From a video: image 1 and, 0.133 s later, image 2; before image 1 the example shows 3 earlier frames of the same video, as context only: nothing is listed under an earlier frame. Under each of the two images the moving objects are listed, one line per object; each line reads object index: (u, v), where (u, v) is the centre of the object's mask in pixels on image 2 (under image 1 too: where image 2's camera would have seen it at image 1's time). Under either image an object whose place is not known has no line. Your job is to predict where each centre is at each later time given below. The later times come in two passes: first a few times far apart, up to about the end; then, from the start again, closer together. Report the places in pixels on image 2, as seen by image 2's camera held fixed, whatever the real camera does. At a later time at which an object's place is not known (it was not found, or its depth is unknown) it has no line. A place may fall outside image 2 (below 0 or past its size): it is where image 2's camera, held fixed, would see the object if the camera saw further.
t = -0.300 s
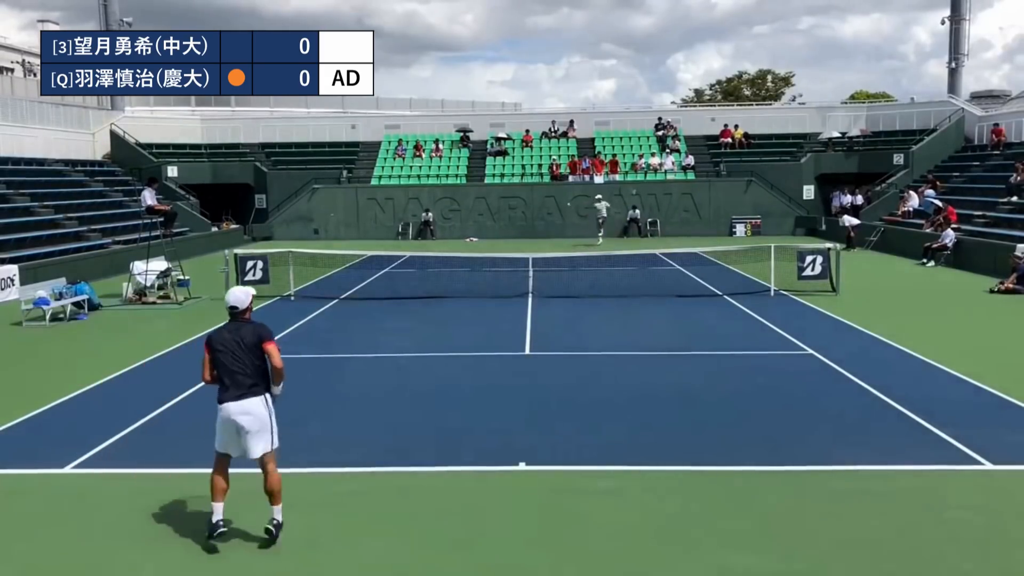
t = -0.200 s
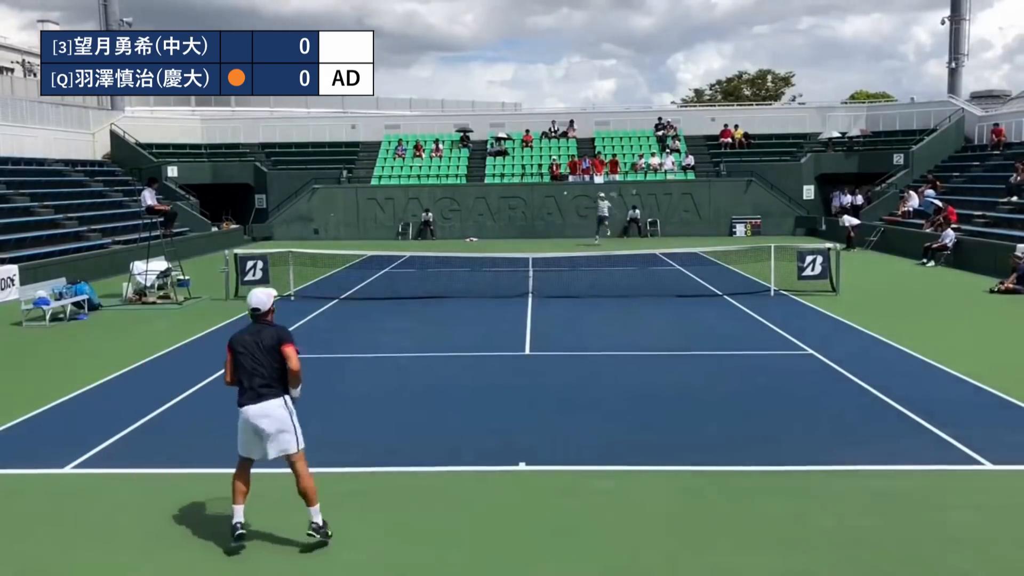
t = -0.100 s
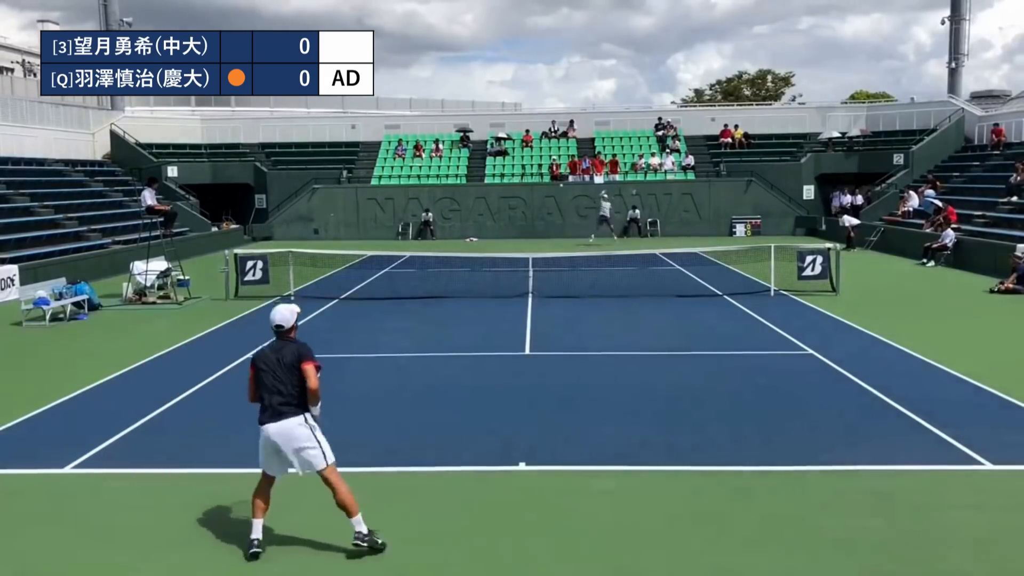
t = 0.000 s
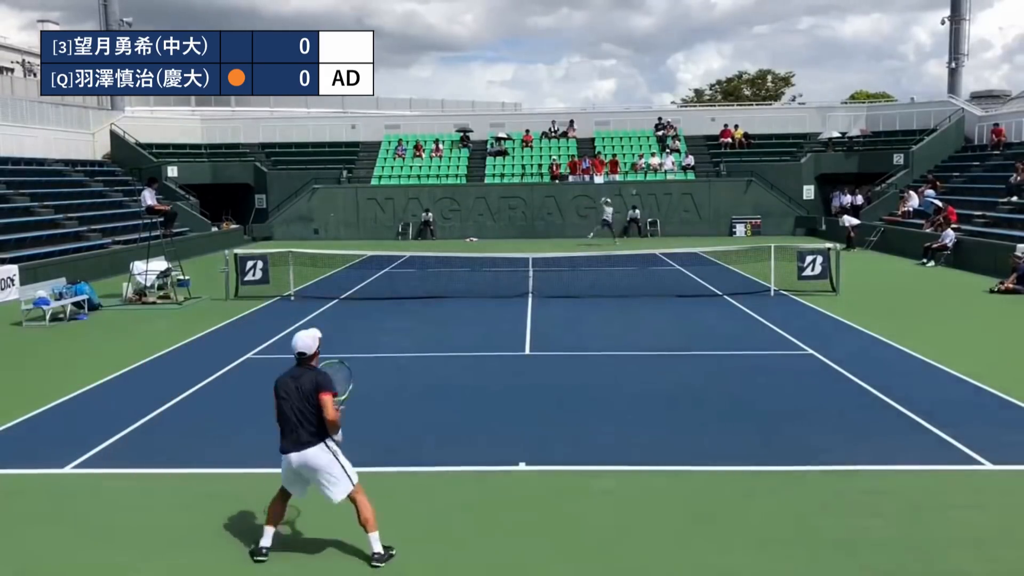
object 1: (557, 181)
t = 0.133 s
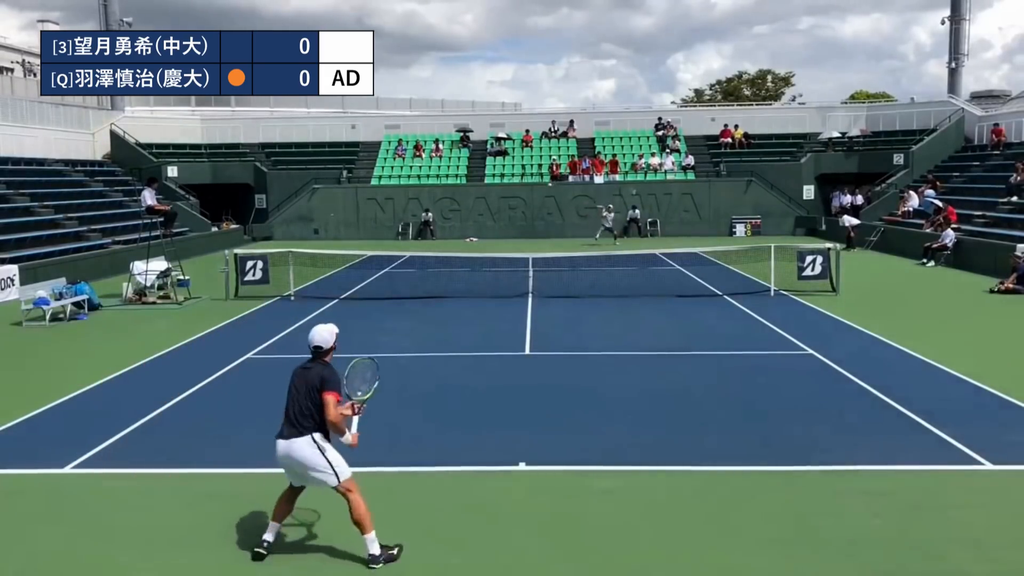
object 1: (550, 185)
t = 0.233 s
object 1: (543, 195)
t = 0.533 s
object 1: (516, 289)
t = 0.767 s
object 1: (490, 367)
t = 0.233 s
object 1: (543, 195)
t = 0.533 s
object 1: (516, 289)
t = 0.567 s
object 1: (513, 308)
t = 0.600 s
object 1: (508, 329)
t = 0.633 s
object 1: (504, 354)
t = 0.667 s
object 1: (499, 381)
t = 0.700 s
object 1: (496, 386)
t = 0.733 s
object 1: (493, 377)
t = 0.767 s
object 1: (490, 367)
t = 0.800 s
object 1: (486, 359)
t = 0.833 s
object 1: (483, 350)
